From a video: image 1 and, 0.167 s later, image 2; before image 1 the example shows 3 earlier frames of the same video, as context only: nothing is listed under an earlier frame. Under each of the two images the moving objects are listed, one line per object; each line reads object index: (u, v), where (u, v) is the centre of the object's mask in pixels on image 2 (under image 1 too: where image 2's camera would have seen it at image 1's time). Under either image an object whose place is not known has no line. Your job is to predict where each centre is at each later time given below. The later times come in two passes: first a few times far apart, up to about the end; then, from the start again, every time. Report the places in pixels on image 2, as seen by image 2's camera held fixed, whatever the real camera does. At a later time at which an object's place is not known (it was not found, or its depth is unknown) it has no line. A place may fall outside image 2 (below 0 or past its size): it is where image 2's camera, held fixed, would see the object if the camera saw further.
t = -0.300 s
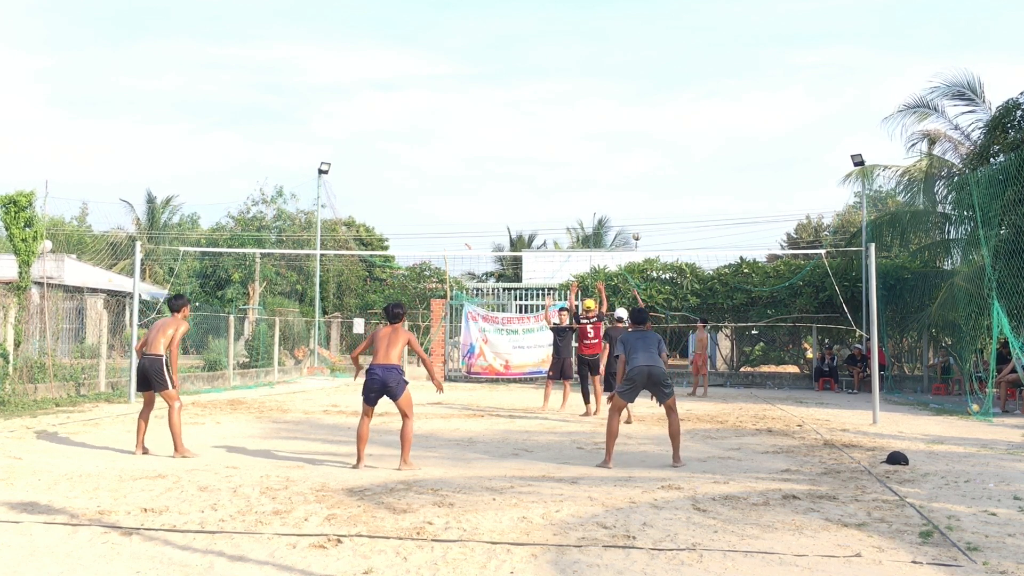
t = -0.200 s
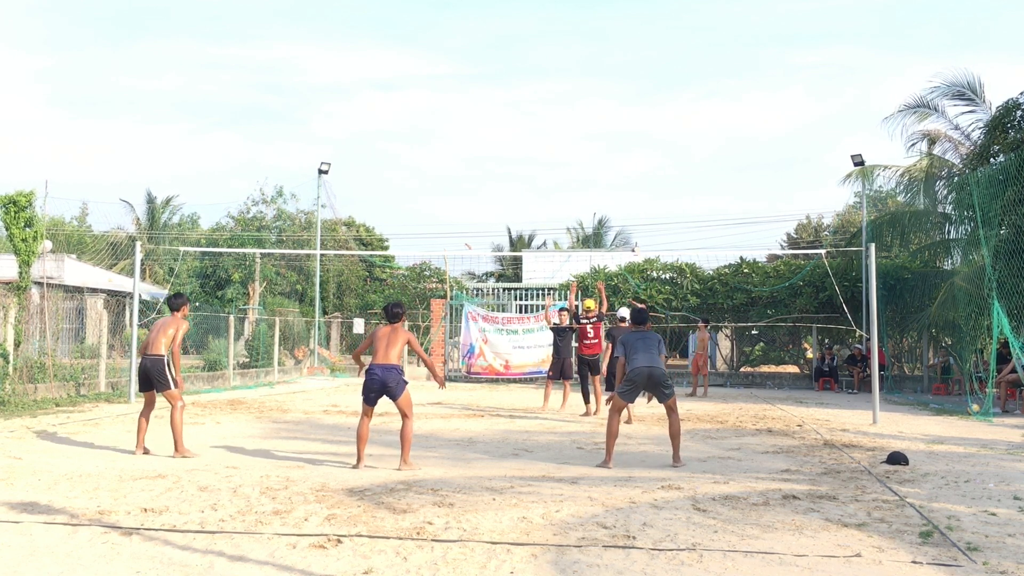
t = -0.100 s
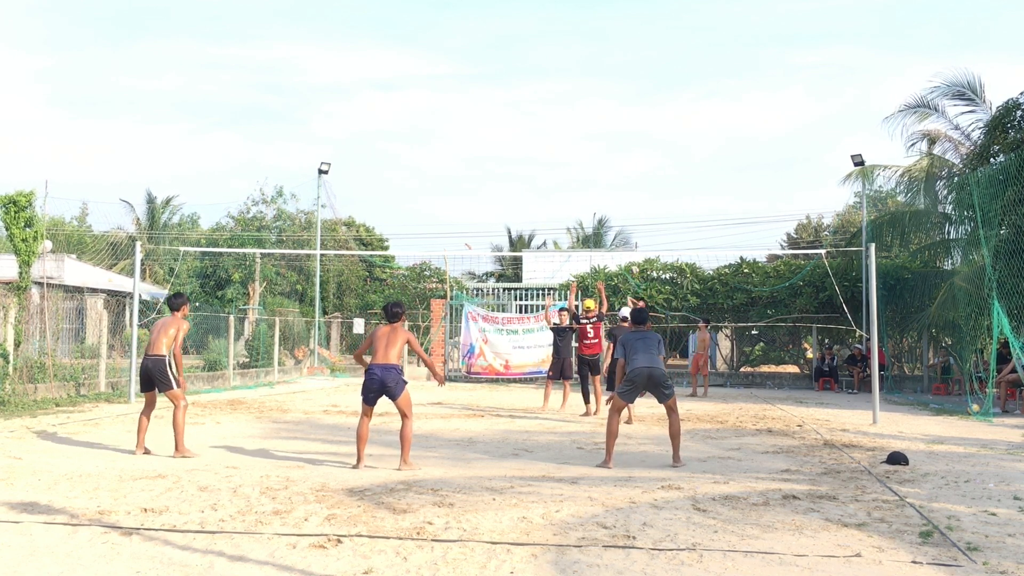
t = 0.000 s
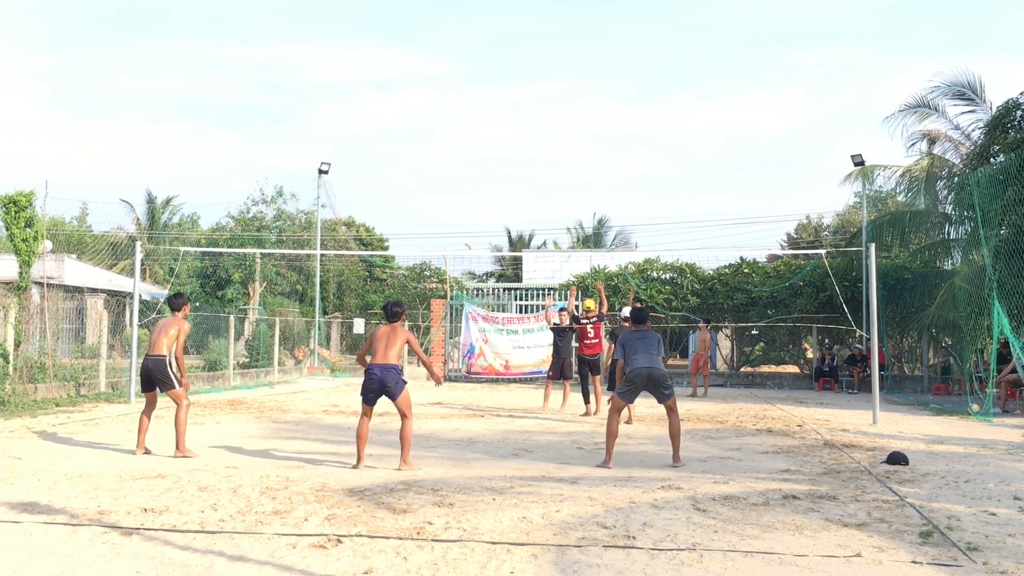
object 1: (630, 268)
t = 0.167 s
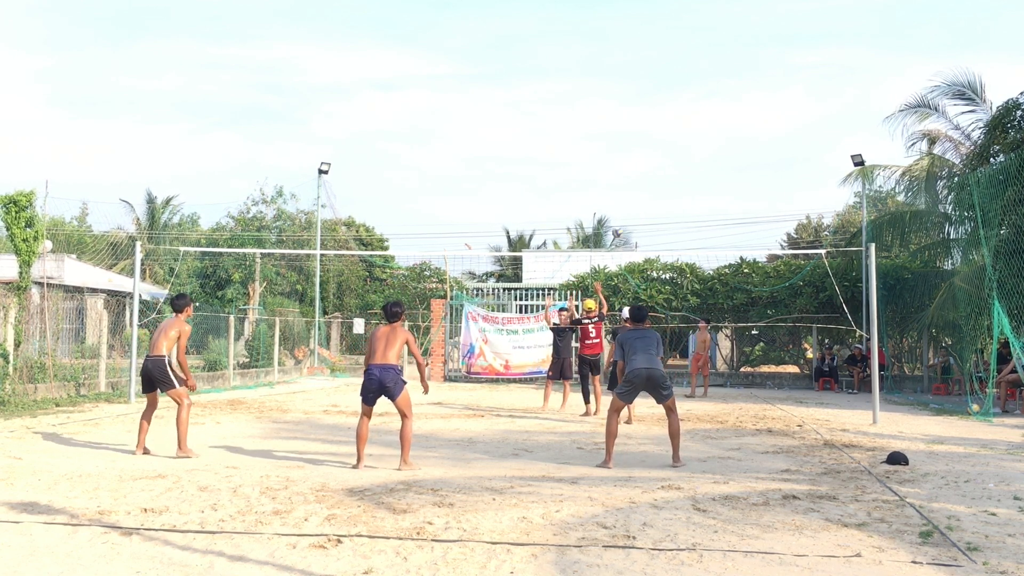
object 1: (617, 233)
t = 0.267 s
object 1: (609, 217)
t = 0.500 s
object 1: (587, 211)
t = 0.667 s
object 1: (561, 248)
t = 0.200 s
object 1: (614, 227)
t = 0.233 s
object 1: (611, 222)
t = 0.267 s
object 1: (609, 217)
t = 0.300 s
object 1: (606, 214)
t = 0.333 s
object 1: (604, 210)
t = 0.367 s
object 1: (600, 209)
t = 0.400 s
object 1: (598, 208)
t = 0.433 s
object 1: (594, 208)
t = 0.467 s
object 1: (590, 209)
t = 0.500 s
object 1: (587, 211)
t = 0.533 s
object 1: (582, 216)
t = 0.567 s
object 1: (578, 220)
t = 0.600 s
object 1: (572, 227)
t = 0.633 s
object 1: (568, 237)
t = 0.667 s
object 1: (561, 248)
